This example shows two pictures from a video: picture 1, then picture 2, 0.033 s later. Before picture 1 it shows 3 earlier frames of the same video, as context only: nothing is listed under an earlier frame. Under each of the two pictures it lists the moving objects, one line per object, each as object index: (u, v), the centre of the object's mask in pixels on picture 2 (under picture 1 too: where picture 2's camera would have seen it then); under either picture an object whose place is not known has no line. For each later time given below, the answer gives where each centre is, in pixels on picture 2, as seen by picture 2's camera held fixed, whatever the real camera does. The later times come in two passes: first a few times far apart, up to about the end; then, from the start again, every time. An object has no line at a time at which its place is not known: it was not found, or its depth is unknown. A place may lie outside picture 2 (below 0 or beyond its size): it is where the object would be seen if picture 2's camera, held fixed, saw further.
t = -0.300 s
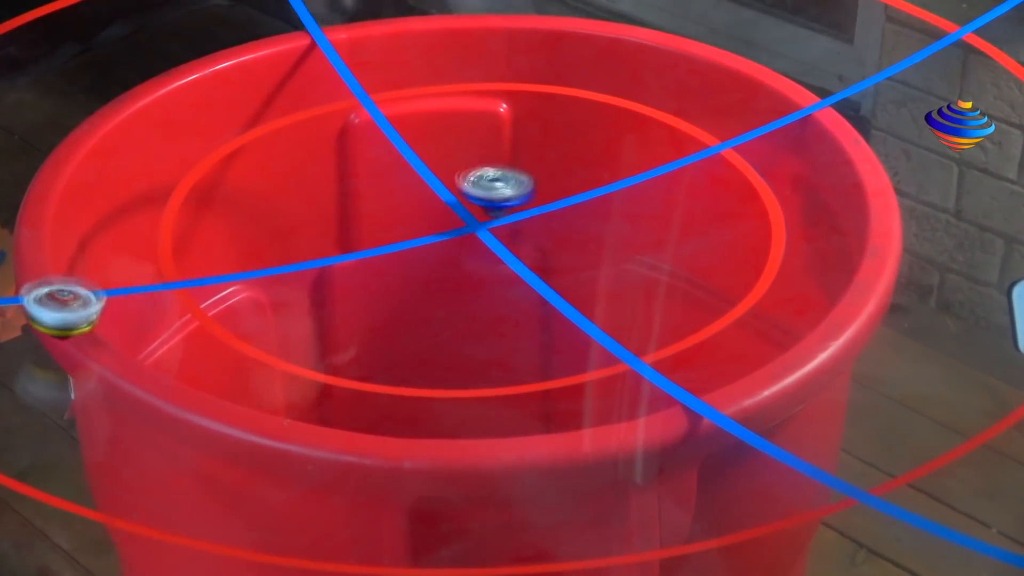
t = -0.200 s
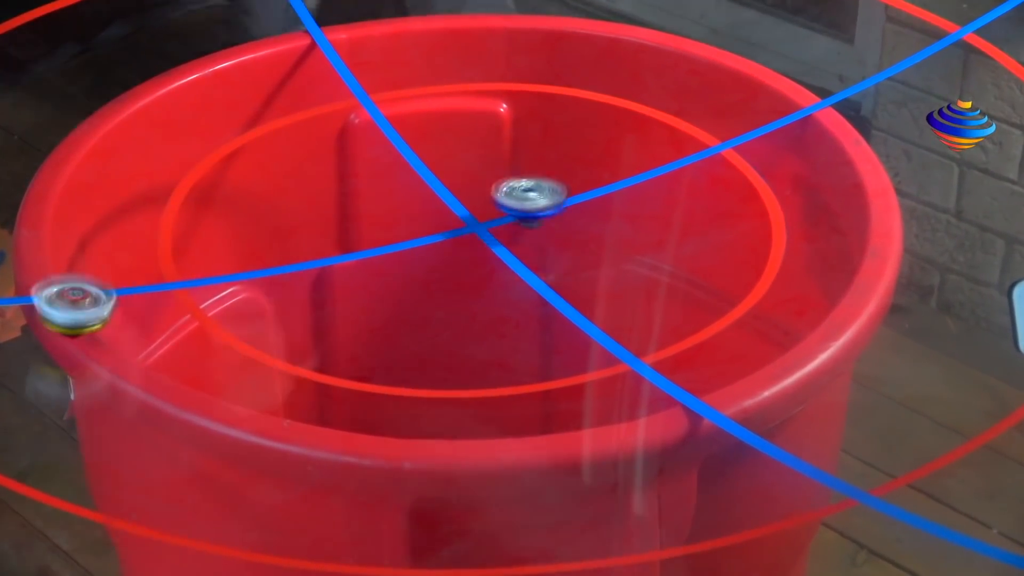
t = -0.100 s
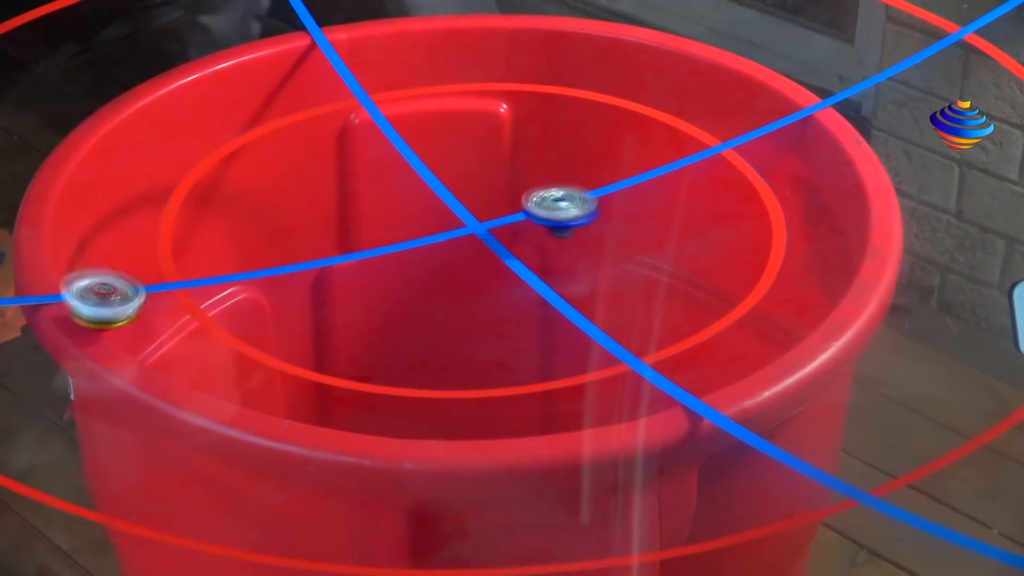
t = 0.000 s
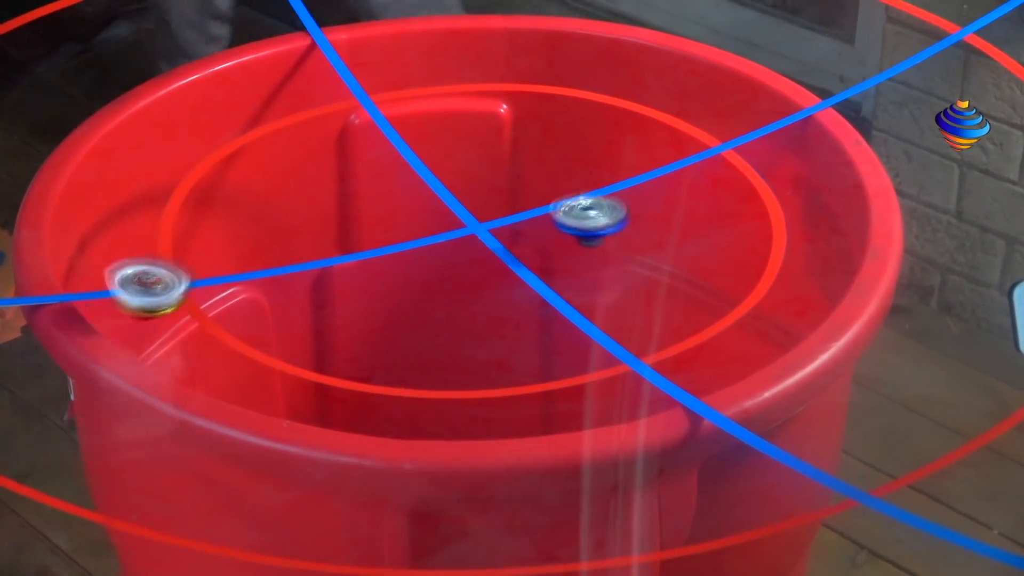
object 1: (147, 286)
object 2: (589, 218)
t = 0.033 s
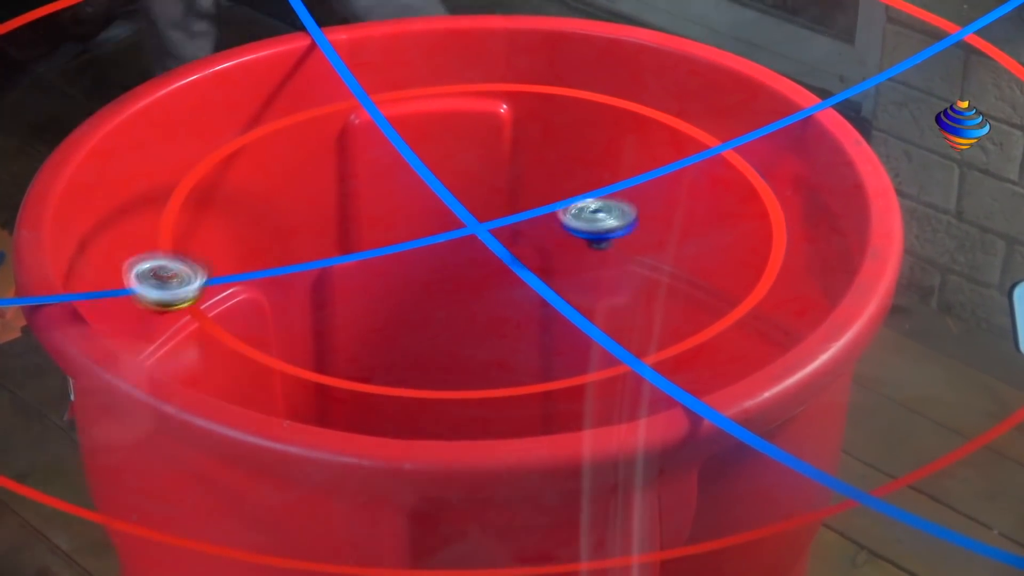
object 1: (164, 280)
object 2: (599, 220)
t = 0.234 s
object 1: (261, 231)
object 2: (642, 234)
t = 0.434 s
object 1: (338, 177)
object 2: (662, 247)
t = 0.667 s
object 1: (417, 120)
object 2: (635, 255)
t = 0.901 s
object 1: (484, 68)
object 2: (568, 243)
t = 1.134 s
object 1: (531, 23)
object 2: (497, 210)
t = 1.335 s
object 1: (537, 18)
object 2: (450, 180)
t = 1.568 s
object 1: (534, 46)
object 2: (413, 149)
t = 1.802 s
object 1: (549, 111)
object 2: (390, 125)
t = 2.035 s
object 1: (577, 176)
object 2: (388, 114)
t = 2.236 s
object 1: (596, 229)
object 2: (398, 119)
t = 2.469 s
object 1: (607, 288)
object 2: (412, 143)
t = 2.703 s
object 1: (620, 337)
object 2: (419, 180)
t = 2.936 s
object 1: (618, 346)
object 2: (419, 217)
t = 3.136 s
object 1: (584, 330)
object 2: (421, 243)
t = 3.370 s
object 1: (492, 295)
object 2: (421, 267)
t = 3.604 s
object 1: (569, 308)
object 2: (302, 217)
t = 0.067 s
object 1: (181, 273)
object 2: (607, 222)
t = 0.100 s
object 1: (198, 265)
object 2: (615, 225)
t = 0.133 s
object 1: (214, 258)
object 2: (622, 227)
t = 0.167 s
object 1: (230, 249)
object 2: (630, 229)
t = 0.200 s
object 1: (247, 240)
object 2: (637, 232)
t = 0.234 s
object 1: (261, 231)
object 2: (642, 234)
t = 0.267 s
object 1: (275, 221)
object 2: (648, 237)
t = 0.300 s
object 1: (288, 212)
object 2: (653, 239)
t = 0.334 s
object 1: (301, 204)
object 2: (656, 241)
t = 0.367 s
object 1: (314, 195)
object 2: (659, 244)
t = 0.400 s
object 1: (327, 186)
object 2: (661, 246)
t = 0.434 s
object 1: (338, 177)
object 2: (662, 247)
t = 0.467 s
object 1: (350, 169)
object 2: (661, 250)
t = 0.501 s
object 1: (361, 161)
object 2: (659, 251)
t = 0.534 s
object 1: (371, 153)
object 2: (656, 253)
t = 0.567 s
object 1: (382, 144)
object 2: (653, 254)
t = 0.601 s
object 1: (394, 136)
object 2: (648, 254)
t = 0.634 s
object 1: (405, 128)
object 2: (642, 255)
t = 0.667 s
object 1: (417, 120)
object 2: (635, 255)
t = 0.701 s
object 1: (426, 113)
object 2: (628, 254)
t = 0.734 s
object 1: (436, 105)
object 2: (620, 254)
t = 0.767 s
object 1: (447, 97)
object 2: (611, 253)
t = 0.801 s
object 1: (457, 90)
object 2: (601, 251)
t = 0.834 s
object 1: (466, 82)
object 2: (590, 248)
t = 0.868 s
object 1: (475, 75)
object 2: (579, 246)
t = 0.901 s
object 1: (484, 68)
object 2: (568, 243)
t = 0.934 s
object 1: (493, 61)
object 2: (557, 238)
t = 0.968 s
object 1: (502, 54)
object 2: (546, 236)
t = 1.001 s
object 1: (509, 47)
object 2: (536, 231)
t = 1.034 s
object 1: (517, 41)
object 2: (525, 226)
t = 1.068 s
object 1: (522, 34)
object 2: (515, 221)
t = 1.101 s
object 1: (528, 28)
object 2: (505, 215)
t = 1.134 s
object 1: (531, 23)
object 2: (497, 210)
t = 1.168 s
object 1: (533, 20)
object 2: (488, 205)
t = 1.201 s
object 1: (535, 18)
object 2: (480, 200)
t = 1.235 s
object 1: (536, 17)
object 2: (472, 195)
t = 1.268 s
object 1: (537, 17)
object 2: (464, 190)
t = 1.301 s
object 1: (537, 17)
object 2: (457, 184)
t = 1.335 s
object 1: (537, 18)
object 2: (450, 180)
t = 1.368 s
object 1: (538, 19)
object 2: (443, 174)
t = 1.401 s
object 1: (537, 21)
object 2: (438, 170)
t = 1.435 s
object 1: (536, 24)
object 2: (432, 166)
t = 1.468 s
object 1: (536, 28)
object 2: (427, 161)
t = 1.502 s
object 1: (535, 33)
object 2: (422, 157)
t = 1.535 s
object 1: (535, 39)
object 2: (417, 153)
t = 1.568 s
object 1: (534, 46)
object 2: (413, 149)
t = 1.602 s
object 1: (534, 54)
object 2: (409, 145)
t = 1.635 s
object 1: (535, 63)
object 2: (405, 142)
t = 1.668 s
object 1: (537, 72)
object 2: (401, 138)
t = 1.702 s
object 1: (539, 81)
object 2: (398, 135)
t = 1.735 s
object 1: (542, 91)
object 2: (393, 131)
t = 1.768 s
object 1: (545, 101)
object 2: (392, 128)
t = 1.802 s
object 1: (549, 111)
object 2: (390, 125)
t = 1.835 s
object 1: (552, 120)
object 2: (389, 123)
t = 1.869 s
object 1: (557, 129)
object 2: (388, 121)
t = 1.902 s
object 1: (561, 139)
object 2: (387, 118)
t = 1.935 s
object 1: (565, 148)
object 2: (386, 117)
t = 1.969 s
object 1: (569, 157)
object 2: (386, 116)
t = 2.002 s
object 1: (574, 167)
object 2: (387, 114)
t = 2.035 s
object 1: (577, 176)
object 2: (388, 114)
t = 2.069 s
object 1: (581, 185)
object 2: (388, 113)
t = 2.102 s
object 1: (585, 193)
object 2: (390, 113)
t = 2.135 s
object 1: (588, 202)
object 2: (392, 114)
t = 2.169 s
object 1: (591, 212)
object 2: (394, 115)
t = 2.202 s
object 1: (595, 222)
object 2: (396, 117)
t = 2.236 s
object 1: (596, 229)
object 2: (398, 119)
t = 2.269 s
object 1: (598, 238)
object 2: (400, 121)
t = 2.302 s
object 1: (600, 246)
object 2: (402, 124)
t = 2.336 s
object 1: (602, 255)
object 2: (405, 127)
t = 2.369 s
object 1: (603, 263)
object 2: (407, 130)
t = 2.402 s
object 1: (605, 272)
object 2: (409, 135)
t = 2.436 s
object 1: (606, 280)
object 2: (410, 138)
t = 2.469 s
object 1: (607, 288)
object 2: (412, 143)
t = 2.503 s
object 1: (608, 296)
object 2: (414, 148)
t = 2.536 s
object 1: (610, 303)
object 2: (415, 153)
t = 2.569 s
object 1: (611, 311)
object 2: (416, 158)
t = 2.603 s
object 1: (613, 318)
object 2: (416, 163)
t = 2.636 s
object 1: (616, 325)
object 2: (418, 169)
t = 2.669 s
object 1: (618, 331)
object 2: (419, 174)
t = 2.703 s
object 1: (620, 337)
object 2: (419, 180)
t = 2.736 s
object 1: (622, 339)
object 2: (420, 186)
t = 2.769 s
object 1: (623, 342)
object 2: (420, 191)
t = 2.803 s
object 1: (623, 345)
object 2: (420, 197)
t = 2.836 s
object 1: (623, 345)
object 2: (420, 202)
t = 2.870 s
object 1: (623, 346)
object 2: (420, 207)
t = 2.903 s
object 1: (620, 346)
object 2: (420, 211)
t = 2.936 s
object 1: (618, 346)
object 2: (419, 217)
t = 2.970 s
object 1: (614, 345)
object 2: (419, 221)
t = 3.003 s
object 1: (610, 343)
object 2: (420, 225)
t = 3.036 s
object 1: (605, 340)
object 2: (420, 230)
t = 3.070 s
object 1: (600, 338)
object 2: (420, 234)
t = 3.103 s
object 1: (593, 334)
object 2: (421, 239)
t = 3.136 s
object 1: (584, 330)
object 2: (421, 243)
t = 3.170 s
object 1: (573, 325)
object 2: (420, 247)
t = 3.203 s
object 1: (562, 321)
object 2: (420, 251)
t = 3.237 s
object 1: (549, 316)
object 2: (420, 255)
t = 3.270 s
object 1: (536, 311)
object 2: (420, 258)
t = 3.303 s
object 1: (521, 306)
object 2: (420, 261)
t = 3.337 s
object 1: (507, 300)
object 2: (420, 264)
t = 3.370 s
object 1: (492, 295)
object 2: (421, 267)
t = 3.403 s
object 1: (481, 291)
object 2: (417, 267)
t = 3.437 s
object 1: (494, 295)
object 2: (389, 258)
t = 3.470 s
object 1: (510, 299)
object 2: (363, 247)
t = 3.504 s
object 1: (526, 303)
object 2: (344, 237)
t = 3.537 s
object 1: (540, 304)
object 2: (327, 230)
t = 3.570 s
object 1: (555, 306)
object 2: (313, 223)
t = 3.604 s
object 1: (569, 308)
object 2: (302, 217)
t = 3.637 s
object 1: (583, 308)
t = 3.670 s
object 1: (597, 307)
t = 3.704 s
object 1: (609, 306)
